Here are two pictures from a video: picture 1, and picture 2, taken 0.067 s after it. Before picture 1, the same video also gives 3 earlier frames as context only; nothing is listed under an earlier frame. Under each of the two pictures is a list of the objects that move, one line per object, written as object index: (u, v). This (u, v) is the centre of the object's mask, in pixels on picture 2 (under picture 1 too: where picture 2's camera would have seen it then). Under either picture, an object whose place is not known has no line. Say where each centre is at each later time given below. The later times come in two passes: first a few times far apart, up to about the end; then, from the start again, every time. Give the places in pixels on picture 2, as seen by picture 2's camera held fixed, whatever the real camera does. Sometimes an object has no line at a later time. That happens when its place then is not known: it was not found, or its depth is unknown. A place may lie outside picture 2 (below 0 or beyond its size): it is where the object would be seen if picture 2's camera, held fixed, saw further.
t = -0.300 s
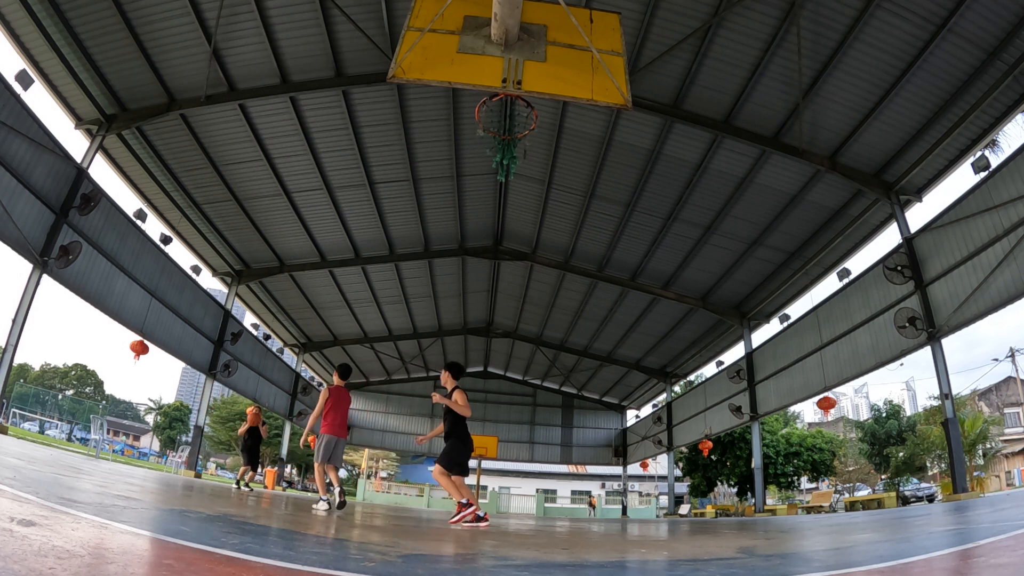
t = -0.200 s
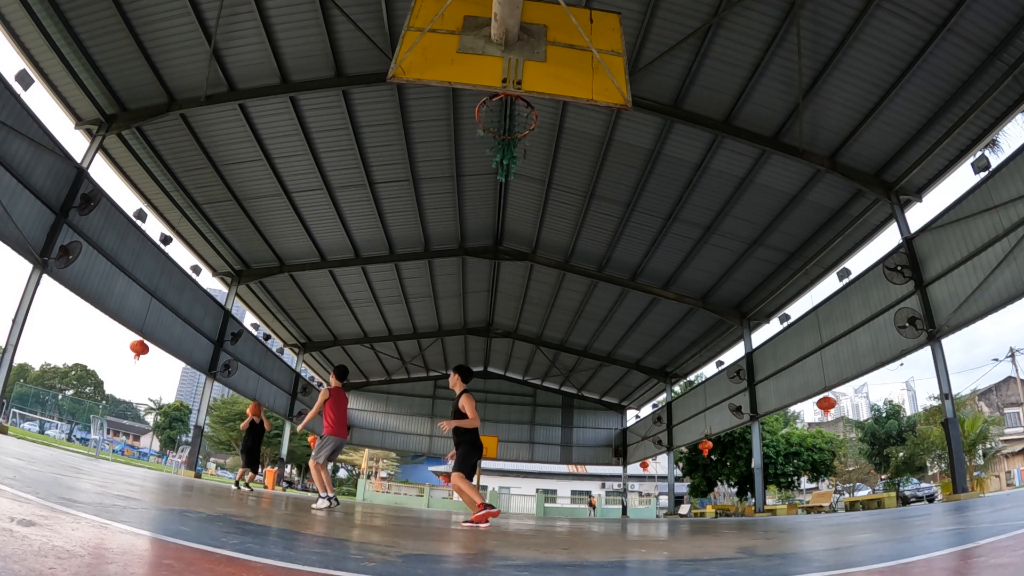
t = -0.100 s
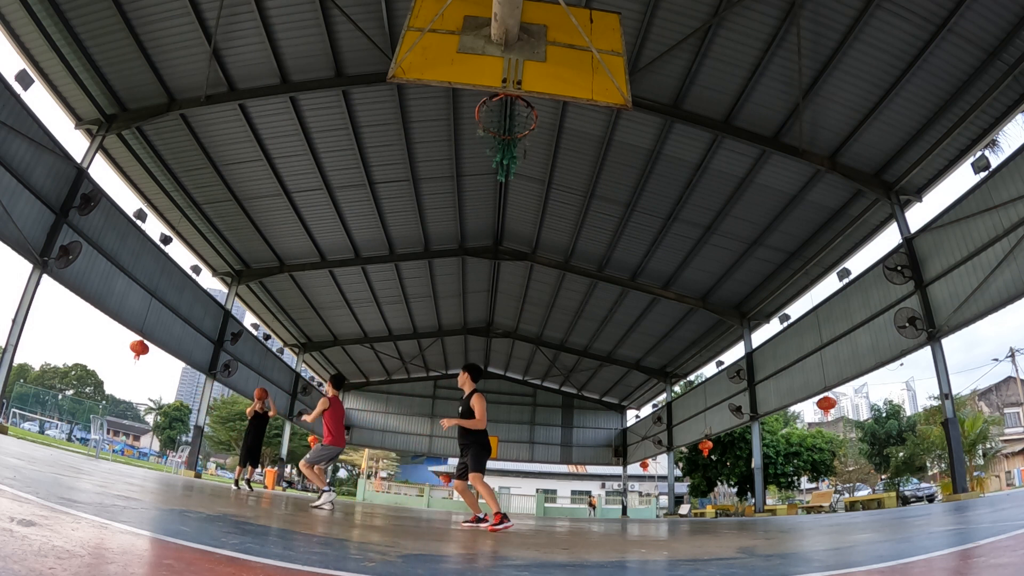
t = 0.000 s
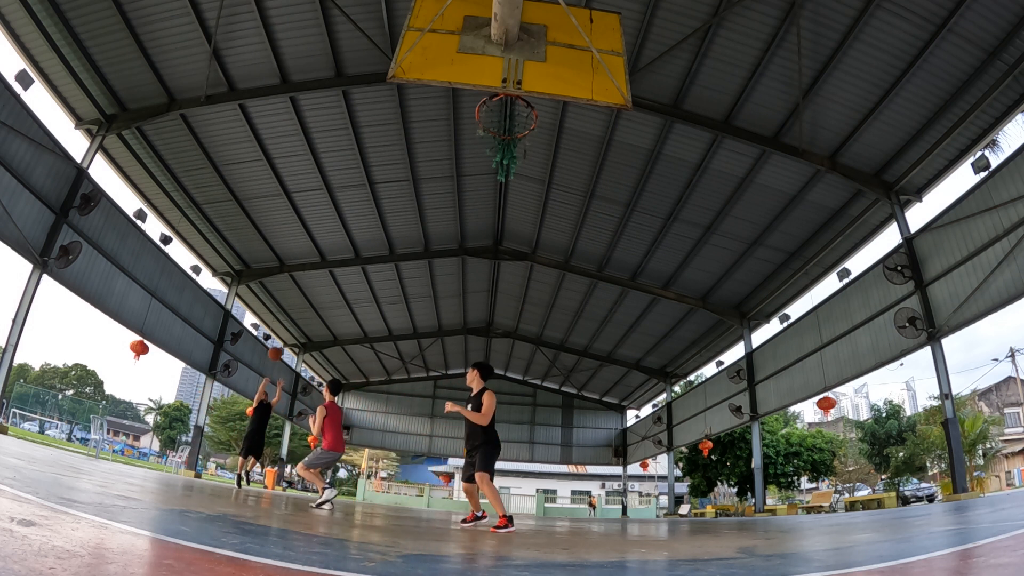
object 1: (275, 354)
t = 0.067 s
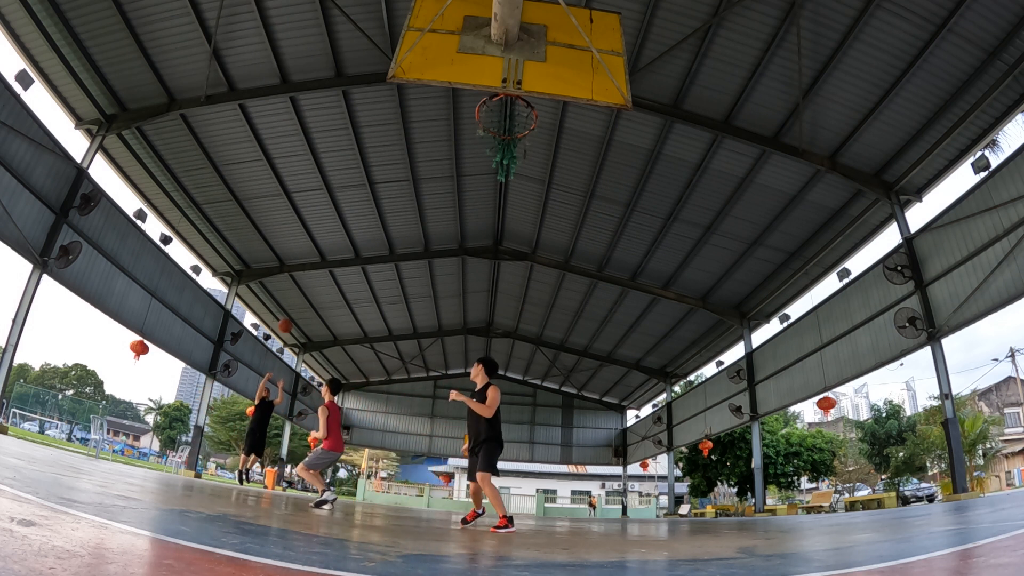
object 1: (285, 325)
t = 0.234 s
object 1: (312, 263)
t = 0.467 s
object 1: (351, 190)
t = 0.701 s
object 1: (394, 136)
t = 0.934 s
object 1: (445, 105)
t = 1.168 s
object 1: (511, 121)
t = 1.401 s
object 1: (495, 157)
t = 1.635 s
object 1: (471, 195)
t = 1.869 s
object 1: (432, 322)
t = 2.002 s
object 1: (401, 462)
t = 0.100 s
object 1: (291, 312)
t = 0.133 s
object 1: (296, 299)
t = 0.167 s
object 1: (301, 287)
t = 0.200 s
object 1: (306, 274)
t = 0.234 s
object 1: (312, 263)
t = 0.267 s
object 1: (317, 251)
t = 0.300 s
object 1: (323, 240)
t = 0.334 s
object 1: (328, 229)
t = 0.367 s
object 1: (334, 219)
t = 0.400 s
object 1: (340, 209)
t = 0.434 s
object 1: (346, 199)
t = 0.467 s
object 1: (351, 190)
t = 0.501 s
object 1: (357, 181)
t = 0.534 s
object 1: (363, 172)
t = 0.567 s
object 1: (369, 164)
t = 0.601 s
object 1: (375, 156)
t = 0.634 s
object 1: (382, 149)
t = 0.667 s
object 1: (388, 143)
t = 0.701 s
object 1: (394, 136)
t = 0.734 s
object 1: (401, 130)
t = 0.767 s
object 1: (407, 125)
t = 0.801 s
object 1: (414, 120)
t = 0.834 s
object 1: (422, 115)
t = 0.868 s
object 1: (429, 111)
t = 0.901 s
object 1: (437, 107)
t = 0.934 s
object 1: (445, 105)
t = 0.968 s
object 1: (454, 102)
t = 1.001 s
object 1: (463, 101)
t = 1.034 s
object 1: (470, 100)
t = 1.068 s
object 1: (480, 100)
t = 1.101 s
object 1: (494, 103)
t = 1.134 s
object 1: (506, 106)
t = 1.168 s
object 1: (511, 121)
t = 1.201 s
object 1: (516, 138)
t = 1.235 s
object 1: (516, 146)
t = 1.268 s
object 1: (513, 150)
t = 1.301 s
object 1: (508, 152)
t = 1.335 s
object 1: (502, 157)
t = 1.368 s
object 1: (498, 154)
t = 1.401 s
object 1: (495, 157)
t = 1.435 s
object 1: (493, 159)
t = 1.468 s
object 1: (489, 162)
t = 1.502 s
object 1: (487, 166)
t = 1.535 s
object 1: (483, 170)
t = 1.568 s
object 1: (480, 177)
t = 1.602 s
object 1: (476, 185)
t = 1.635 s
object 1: (471, 195)
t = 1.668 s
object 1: (467, 206)
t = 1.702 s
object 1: (462, 220)
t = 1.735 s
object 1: (457, 235)
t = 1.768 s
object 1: (451, 252)
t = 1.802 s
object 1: (445, 273)
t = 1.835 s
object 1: (439, 296)
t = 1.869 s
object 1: (432, 322)
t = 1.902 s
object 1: (425, 351)
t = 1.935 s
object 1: (417, 384)
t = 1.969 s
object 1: (409, 420)
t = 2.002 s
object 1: (401, 462)
